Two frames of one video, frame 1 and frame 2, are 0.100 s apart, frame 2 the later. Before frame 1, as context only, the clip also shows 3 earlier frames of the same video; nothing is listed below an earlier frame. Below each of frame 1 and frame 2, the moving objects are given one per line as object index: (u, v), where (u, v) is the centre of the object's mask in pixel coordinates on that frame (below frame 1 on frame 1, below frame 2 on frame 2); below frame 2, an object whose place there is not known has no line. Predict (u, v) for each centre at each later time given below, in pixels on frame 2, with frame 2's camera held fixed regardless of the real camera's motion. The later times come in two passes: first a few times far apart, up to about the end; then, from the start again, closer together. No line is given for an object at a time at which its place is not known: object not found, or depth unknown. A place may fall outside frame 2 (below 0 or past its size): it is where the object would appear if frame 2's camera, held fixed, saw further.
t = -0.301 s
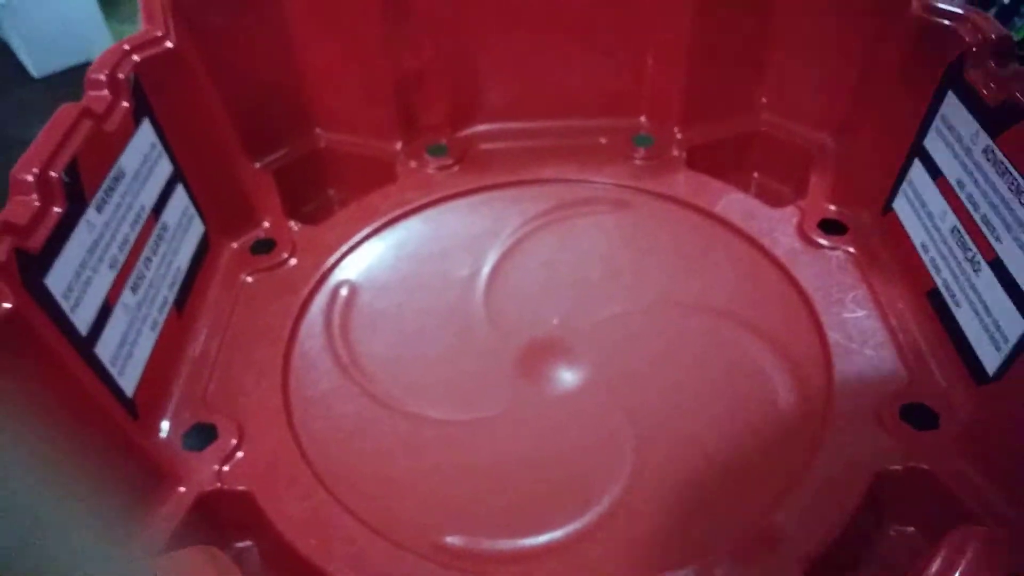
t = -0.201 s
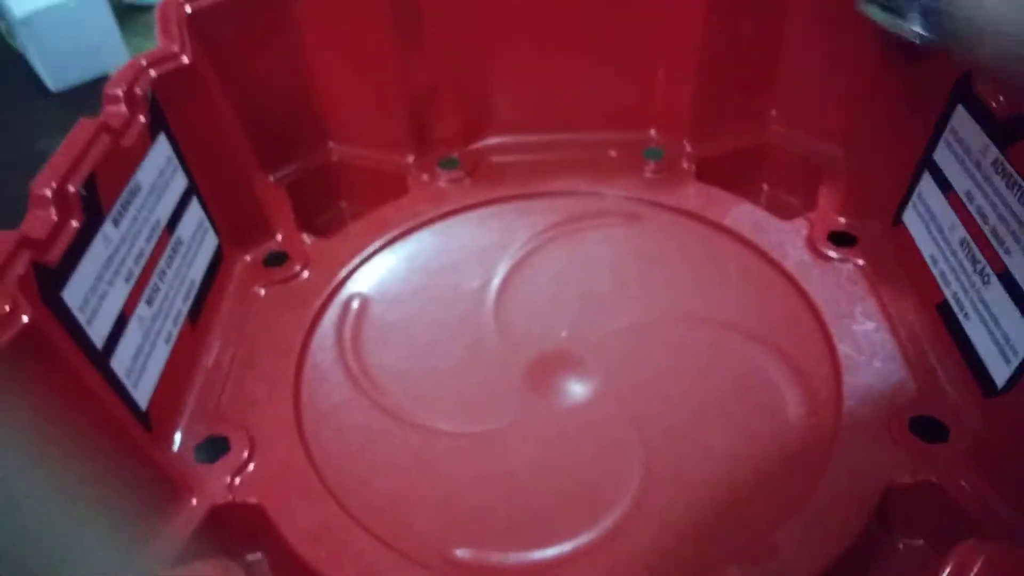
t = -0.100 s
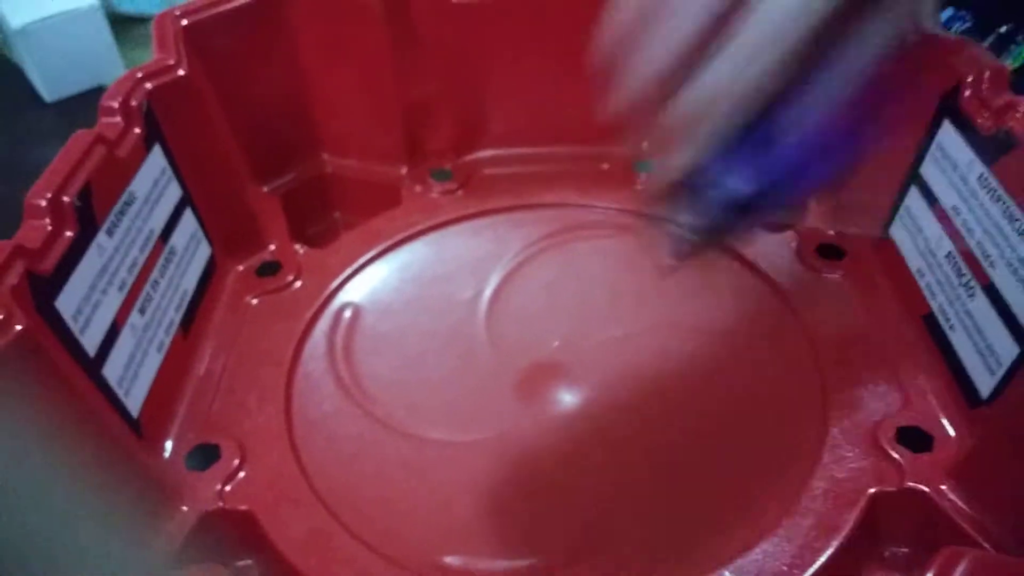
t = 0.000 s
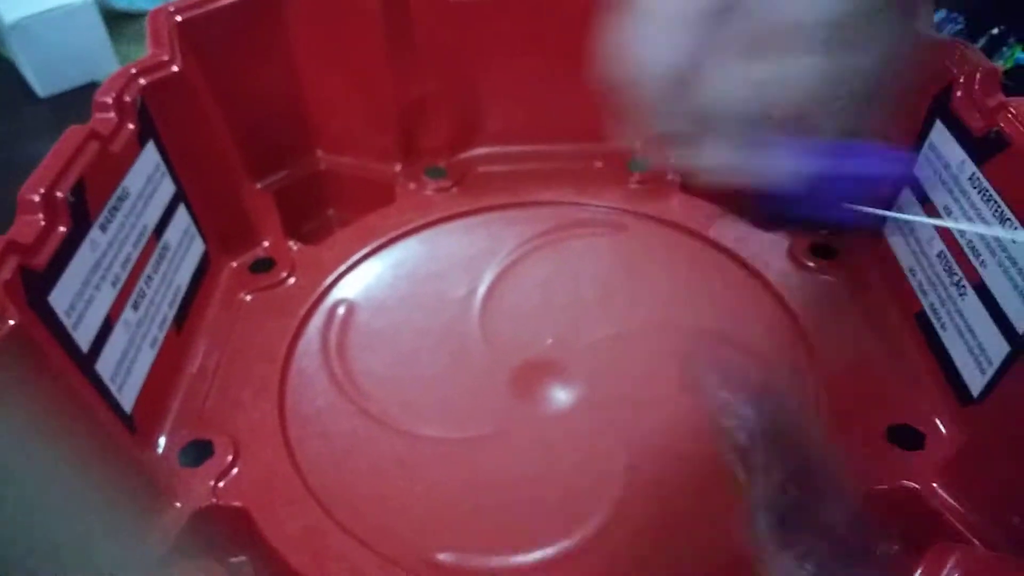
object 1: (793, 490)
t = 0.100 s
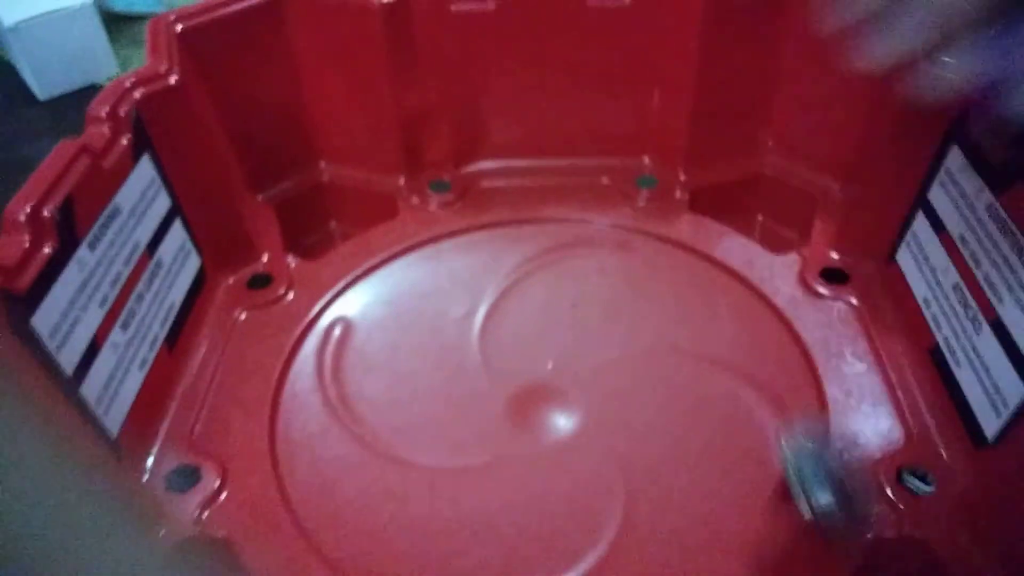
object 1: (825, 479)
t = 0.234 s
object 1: (781, 310)
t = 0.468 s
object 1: (499, 248)
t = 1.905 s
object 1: (503, 422)
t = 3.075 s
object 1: (503, 421)
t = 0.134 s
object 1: (828, 432)
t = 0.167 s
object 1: (825, 407)
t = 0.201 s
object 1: (801, 354)
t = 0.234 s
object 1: (781, 310)
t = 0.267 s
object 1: (759, 288)
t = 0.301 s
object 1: (718, 265)
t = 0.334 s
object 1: (669, 249)
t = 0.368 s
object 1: (625, 245)
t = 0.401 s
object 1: (579, 251)
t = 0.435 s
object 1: (531, 249)
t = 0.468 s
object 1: (499, 248)
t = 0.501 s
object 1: (466, 256)
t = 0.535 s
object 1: (436, 267)
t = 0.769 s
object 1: (364, 353)
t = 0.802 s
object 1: (372, 367)
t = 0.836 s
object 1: (382, 383)
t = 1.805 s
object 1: (489, 425)
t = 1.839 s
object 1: (497, 426)
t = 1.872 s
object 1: (501, 424)
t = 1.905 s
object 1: (503, 422)
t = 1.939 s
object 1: (503, 422)
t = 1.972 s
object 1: (502, 422)
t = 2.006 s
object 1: (502, 422)
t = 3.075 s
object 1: (503, 421)
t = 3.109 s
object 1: (503, 421)
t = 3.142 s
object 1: (503, 421)
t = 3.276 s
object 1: (502, 421)
